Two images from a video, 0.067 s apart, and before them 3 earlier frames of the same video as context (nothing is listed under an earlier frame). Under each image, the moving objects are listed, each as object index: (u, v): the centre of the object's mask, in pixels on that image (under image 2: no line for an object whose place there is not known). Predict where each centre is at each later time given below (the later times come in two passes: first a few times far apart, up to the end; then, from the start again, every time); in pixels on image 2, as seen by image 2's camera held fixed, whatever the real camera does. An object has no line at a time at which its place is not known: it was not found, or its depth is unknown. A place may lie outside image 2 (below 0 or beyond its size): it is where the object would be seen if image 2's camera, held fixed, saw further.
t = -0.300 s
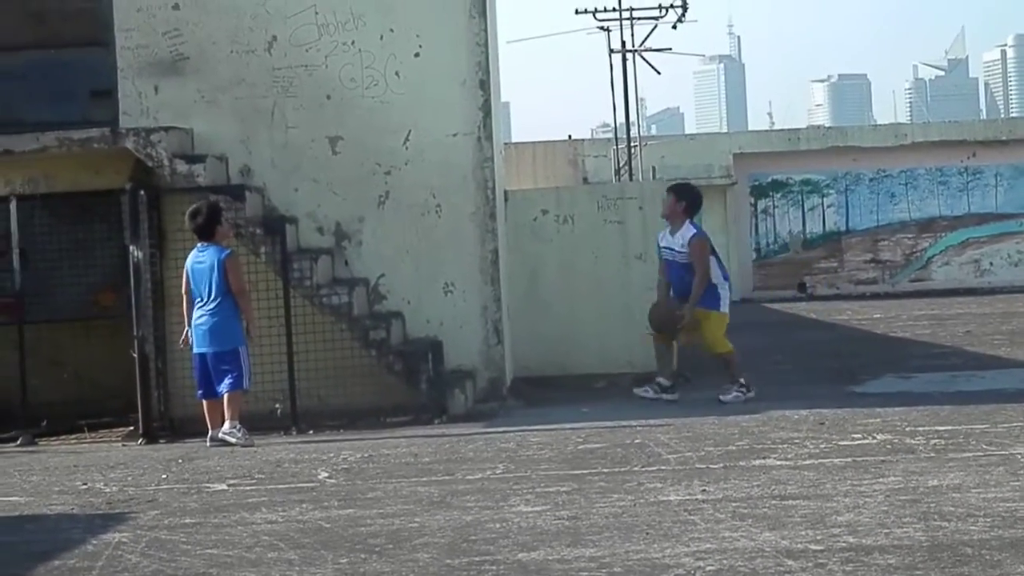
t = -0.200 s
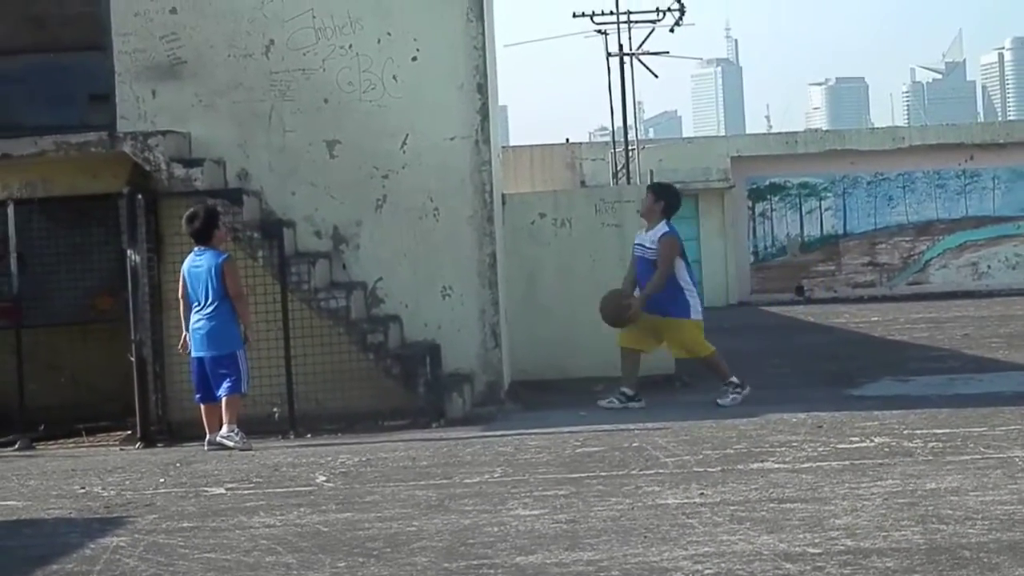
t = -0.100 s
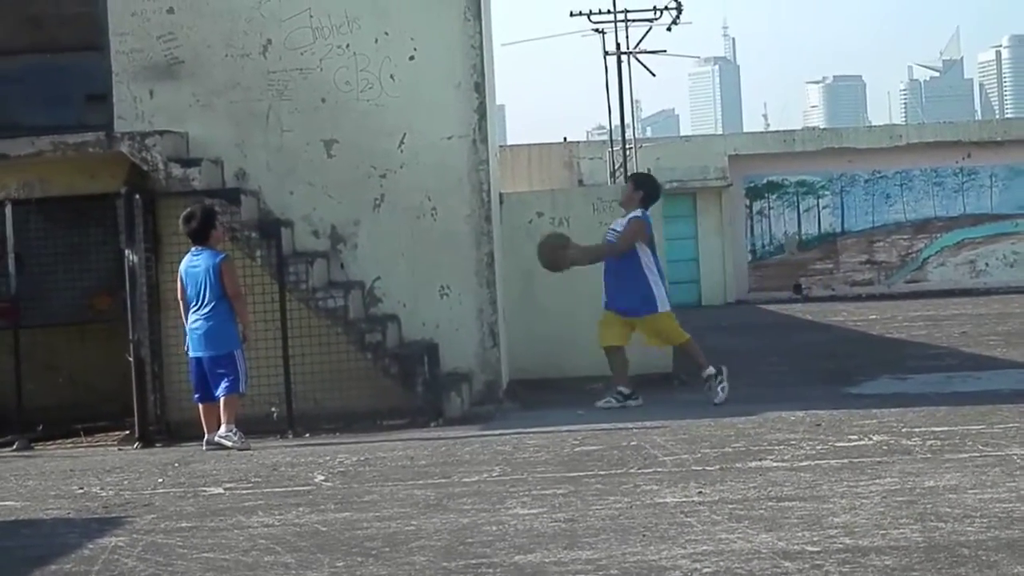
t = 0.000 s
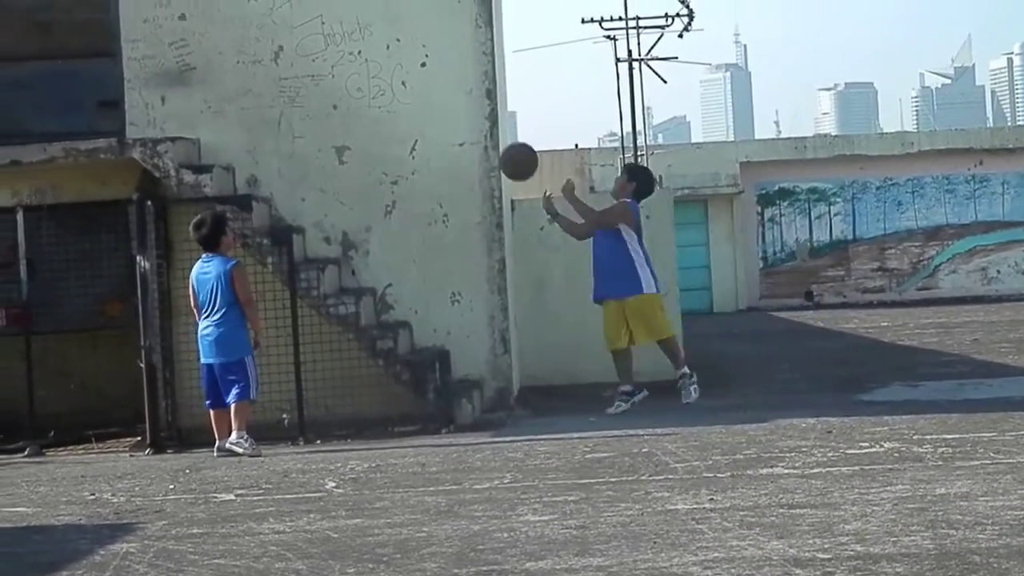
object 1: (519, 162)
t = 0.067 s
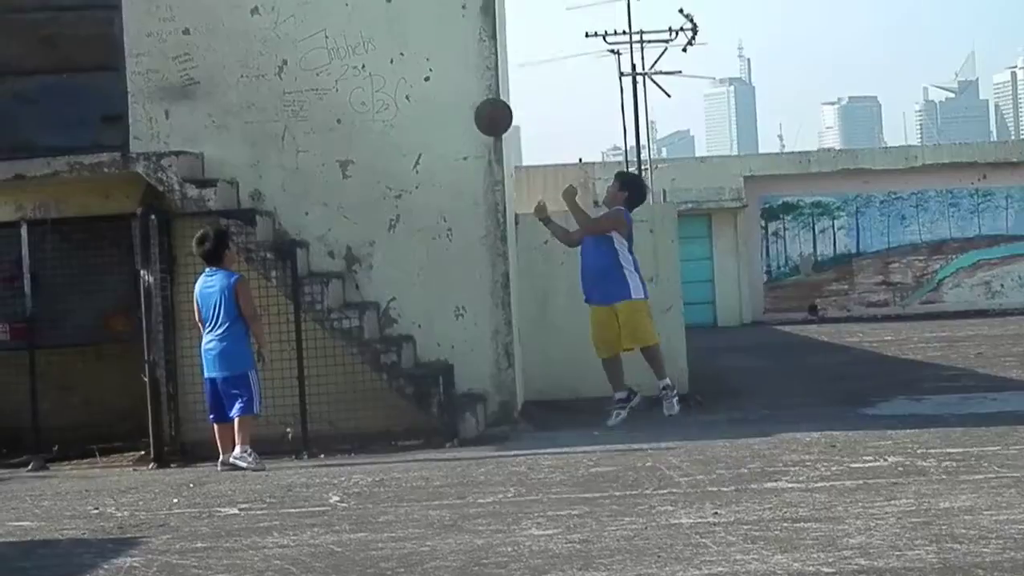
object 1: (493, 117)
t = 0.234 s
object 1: (423, 3)
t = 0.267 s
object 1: (410, -14)
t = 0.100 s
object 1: (478, 90)
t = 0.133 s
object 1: (464, 65)
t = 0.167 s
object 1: (451, 42)
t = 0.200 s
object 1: (437, 22)
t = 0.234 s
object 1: (423, 3)
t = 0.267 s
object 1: (410, -14)
